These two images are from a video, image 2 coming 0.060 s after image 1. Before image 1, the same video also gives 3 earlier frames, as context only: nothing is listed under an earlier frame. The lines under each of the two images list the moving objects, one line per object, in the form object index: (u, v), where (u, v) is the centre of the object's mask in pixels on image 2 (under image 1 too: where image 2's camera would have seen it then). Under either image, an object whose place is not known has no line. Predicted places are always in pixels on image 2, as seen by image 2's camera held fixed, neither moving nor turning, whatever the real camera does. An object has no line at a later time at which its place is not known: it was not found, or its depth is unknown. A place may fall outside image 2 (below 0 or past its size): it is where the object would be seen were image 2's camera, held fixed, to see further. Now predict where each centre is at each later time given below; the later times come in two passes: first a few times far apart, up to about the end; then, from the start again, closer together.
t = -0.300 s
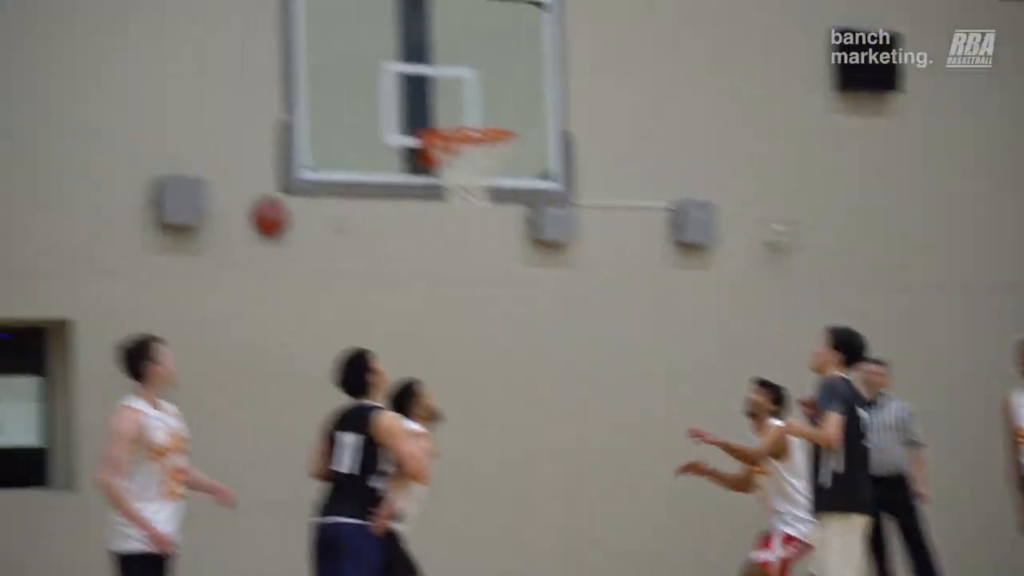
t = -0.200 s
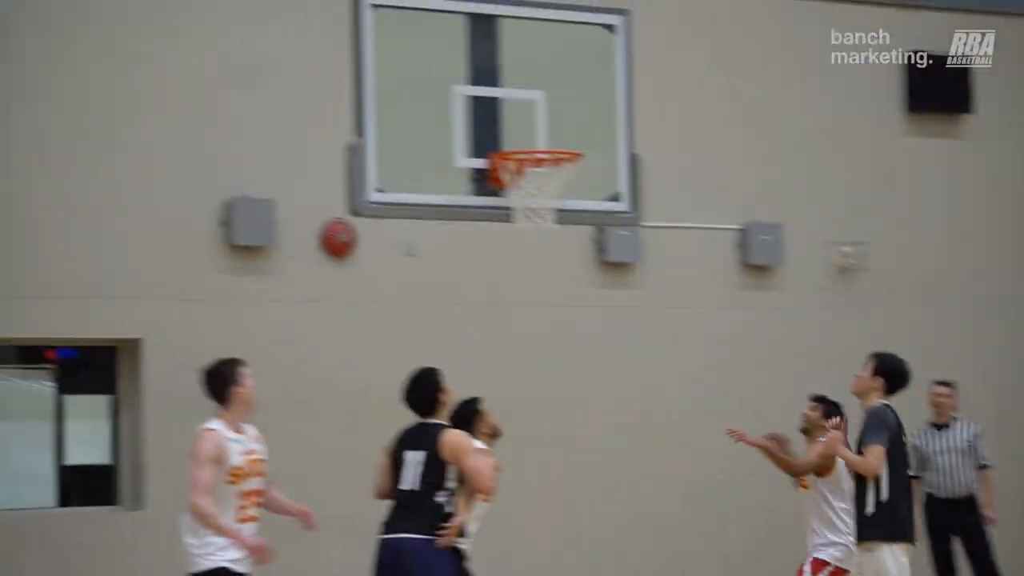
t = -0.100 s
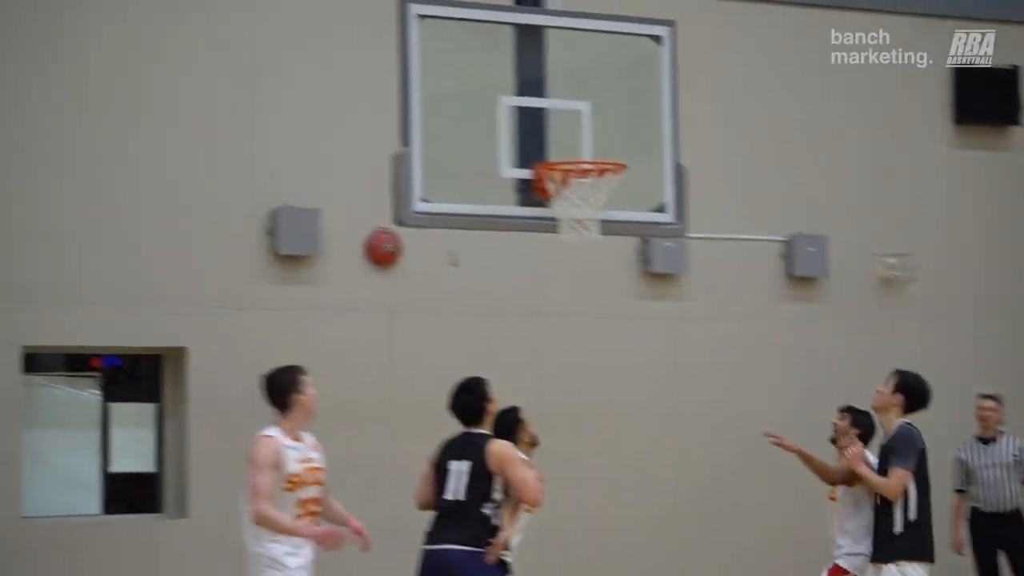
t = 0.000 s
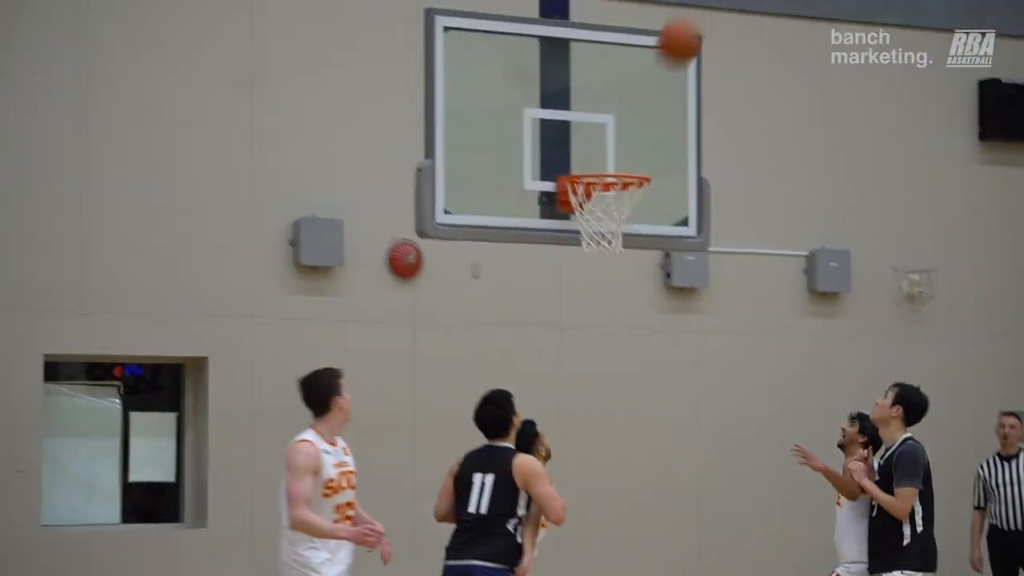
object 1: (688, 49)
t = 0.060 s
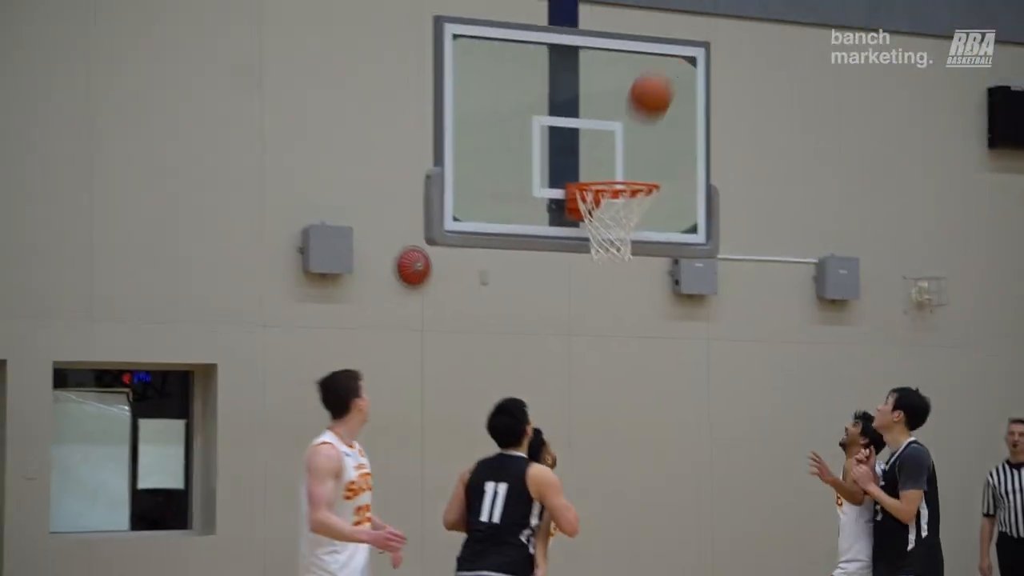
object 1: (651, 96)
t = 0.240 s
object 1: (633, 156)
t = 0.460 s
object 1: (597, 73)
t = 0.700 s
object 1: (589, 99)
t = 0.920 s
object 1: (611, 208)
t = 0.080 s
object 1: (638, 113)
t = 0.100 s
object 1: (626, 129)
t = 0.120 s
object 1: (613, 147)
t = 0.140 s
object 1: (601, 162)
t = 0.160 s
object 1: (597, 170)
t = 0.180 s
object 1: (615, 169)
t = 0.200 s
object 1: (632, 169)
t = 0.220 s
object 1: (637, 165)
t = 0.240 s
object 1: (633, 156)
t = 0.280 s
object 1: (626, 134)
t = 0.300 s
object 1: (622, 125)
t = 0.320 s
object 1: (619, 116)
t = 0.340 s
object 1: (616, 107)
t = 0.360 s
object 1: (613, 100)
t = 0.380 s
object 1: (610, 94)
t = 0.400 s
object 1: (606, 87)
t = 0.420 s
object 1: (603, 82)
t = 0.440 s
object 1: (600, 77)
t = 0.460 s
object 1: (597, 73)
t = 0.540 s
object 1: (584, 64)
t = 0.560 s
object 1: (582, 64)
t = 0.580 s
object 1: (583, 67)
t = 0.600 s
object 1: (584, 70)
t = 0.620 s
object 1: (585, 74)
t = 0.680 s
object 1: (588, 92)
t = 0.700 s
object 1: (589, 99)
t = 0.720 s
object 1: (591, 106)
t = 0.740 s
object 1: (592, 114)
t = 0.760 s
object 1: (592, 124)
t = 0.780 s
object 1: (594, 134)
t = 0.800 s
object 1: (595, 144)
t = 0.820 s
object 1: (596, 156)
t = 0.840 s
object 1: (597, 166)
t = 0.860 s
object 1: (598, 172)
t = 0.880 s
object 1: (606, 187)
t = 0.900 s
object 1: (607, 201)
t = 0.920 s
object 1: (611, 208)
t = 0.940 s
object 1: (616, 219)
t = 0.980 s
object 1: (623, 238)
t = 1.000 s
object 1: (627, 245)
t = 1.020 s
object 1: (629, 255)
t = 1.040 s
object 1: (632, 263)
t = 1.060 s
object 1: (636, 273)
